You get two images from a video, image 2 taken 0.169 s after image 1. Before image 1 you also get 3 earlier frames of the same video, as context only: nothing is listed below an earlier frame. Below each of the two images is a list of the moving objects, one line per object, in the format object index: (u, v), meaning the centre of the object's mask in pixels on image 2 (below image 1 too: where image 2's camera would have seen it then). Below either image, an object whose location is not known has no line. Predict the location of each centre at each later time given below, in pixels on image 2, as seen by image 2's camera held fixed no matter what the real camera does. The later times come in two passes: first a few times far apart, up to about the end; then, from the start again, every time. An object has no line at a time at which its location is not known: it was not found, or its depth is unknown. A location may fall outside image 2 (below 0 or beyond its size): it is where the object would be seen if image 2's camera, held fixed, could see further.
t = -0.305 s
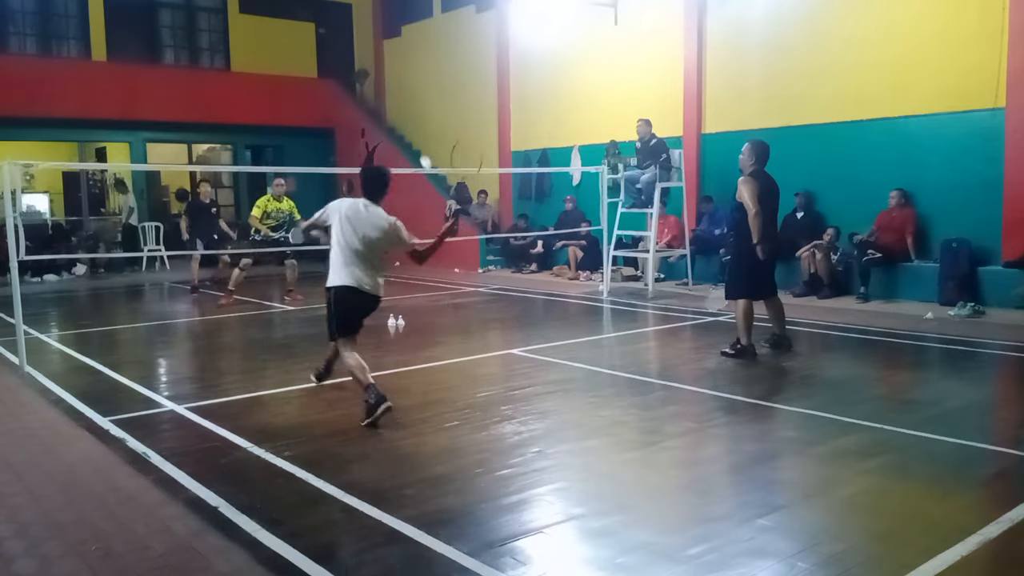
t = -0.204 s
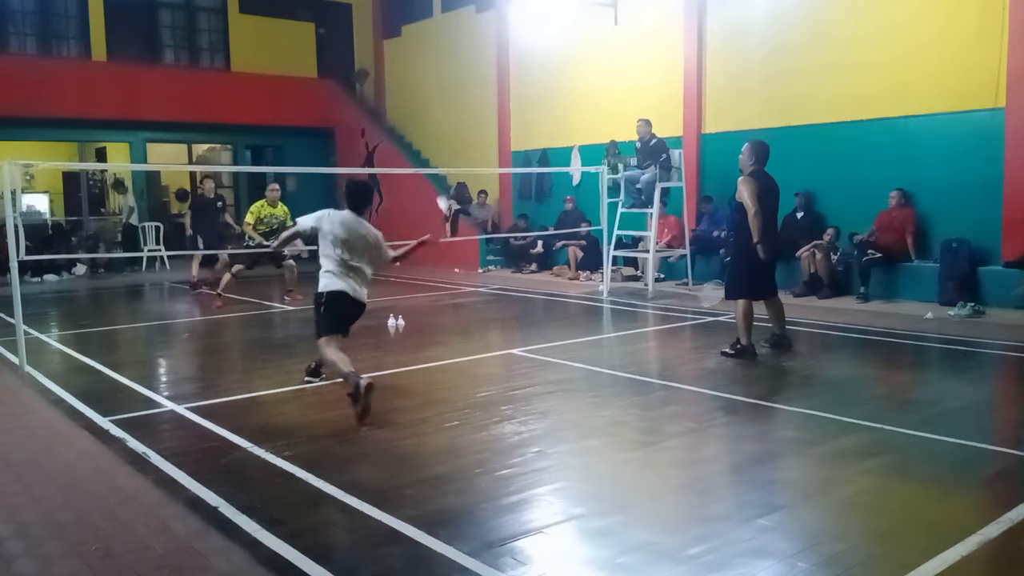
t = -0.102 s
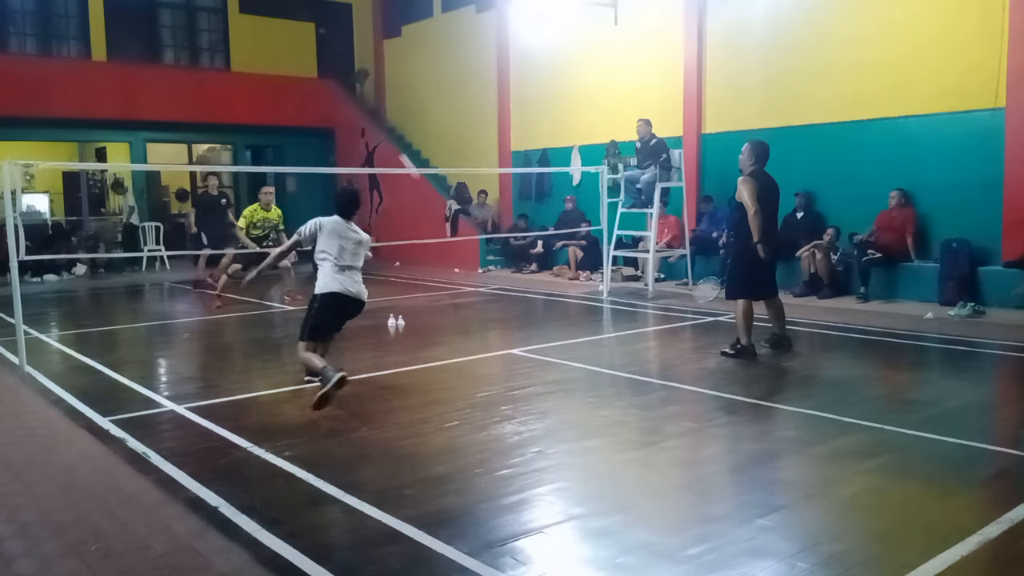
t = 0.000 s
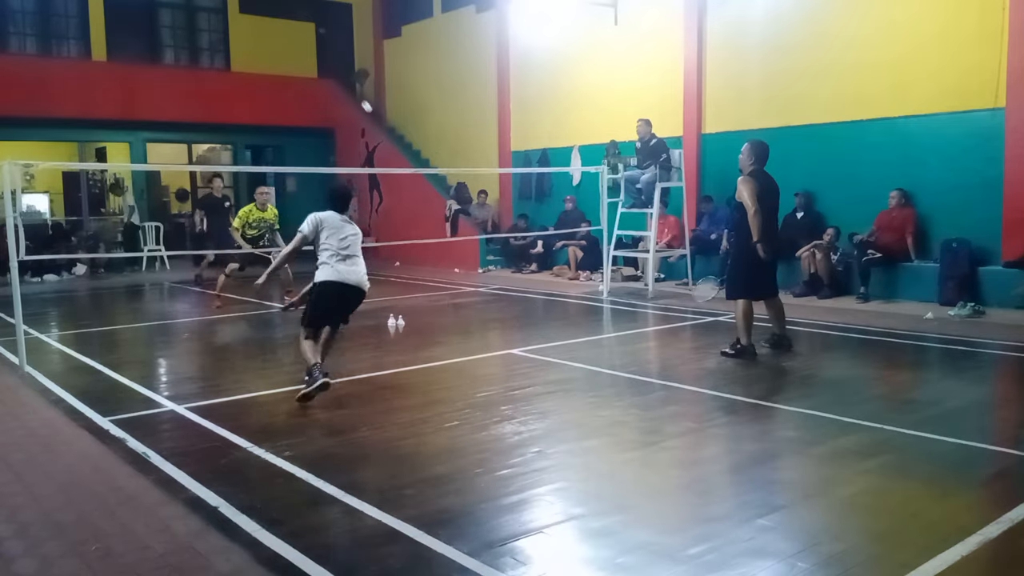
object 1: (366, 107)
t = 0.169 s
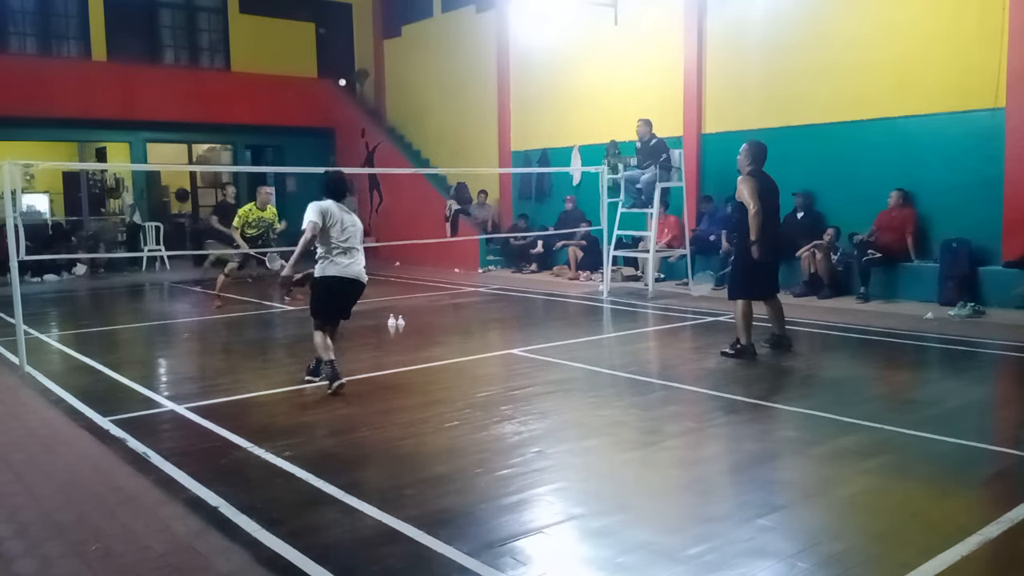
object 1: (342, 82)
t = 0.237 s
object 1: (336, 82)
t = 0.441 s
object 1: (325, 97)
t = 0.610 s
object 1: (319, 123)
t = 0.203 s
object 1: (338, 82)
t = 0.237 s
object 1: (336, 82)
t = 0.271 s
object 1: (333, 83)
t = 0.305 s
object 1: (332, 84)
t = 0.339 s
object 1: (330, 87)
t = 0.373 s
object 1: (328, 90)
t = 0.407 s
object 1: (326, 93)
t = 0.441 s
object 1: (325, 97)
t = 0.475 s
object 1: (324, 101)
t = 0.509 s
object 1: (323, 106)
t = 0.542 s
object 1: (321, 111)
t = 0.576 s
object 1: (320, 117)
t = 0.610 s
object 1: (319, 123)
